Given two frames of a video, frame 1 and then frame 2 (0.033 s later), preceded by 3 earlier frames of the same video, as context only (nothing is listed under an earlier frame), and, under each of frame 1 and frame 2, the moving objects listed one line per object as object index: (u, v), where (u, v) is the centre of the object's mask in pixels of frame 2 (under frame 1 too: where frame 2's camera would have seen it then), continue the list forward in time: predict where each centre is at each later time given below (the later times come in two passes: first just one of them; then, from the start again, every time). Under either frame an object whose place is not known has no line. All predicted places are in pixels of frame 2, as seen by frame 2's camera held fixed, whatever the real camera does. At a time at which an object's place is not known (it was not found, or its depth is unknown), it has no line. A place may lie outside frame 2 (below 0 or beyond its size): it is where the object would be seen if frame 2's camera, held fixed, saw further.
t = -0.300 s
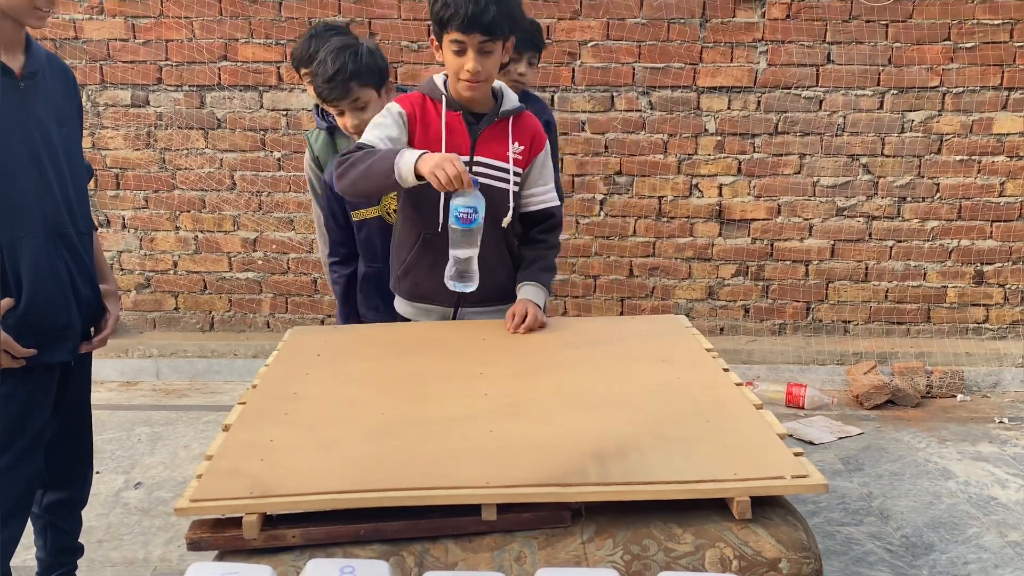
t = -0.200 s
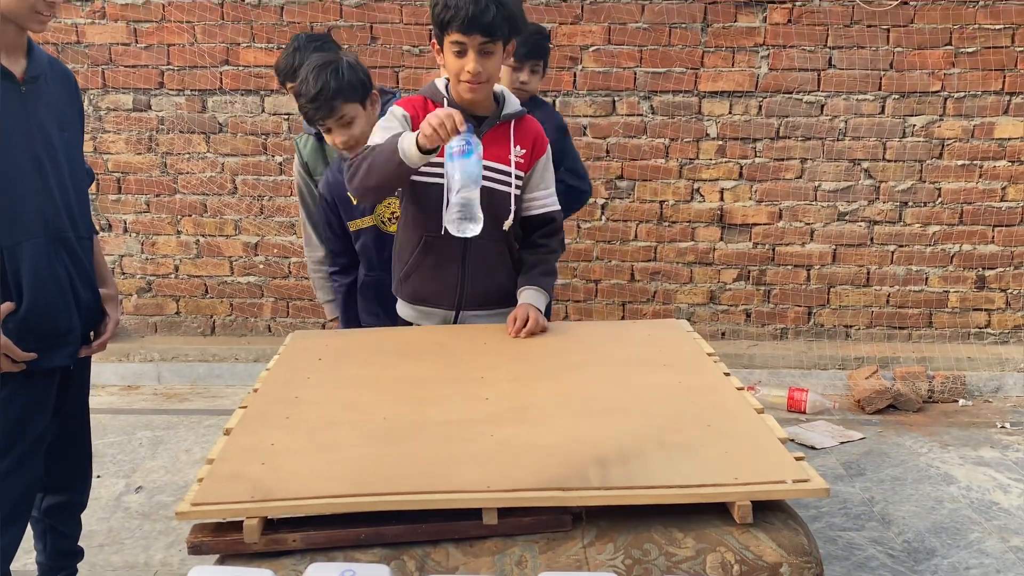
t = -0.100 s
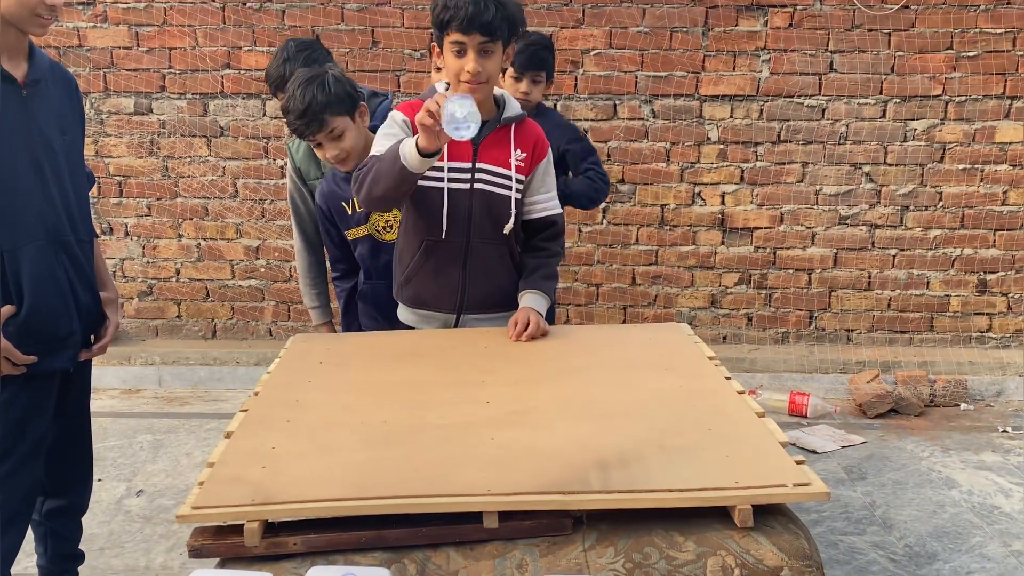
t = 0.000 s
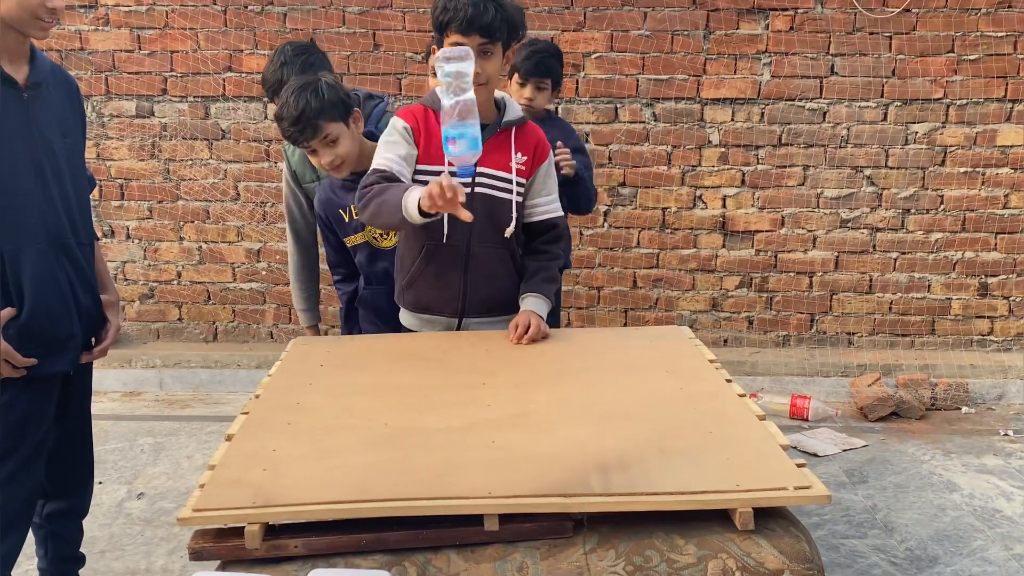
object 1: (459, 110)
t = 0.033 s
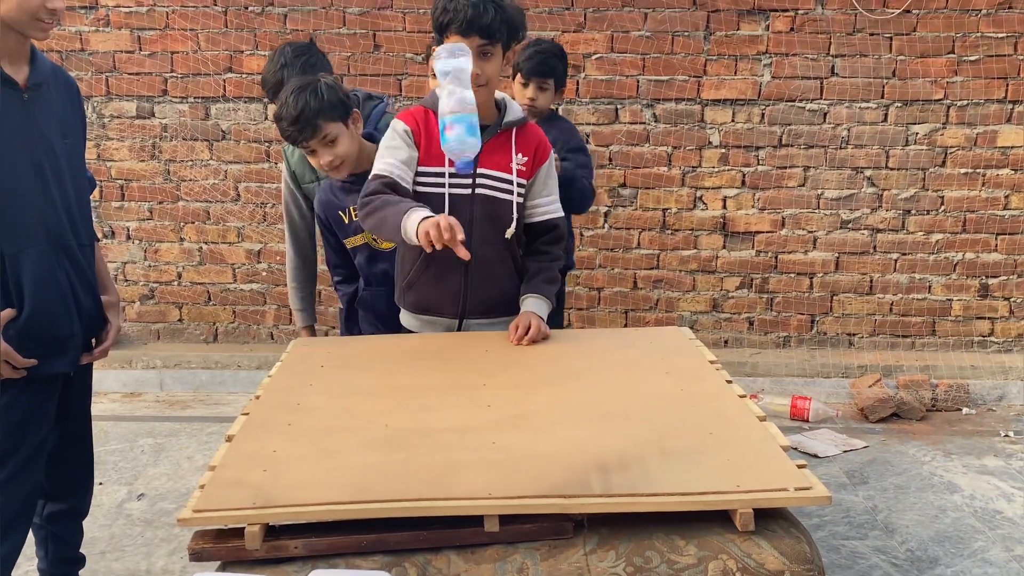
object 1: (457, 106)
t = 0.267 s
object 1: (438, 243)
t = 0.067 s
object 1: (454, 103)
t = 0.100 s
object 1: (450, 104)
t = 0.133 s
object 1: (446, 115)
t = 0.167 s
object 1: (444, 134)
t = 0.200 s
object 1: (442, 164)
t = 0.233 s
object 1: (440, 201)
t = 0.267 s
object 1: (438, 243)
